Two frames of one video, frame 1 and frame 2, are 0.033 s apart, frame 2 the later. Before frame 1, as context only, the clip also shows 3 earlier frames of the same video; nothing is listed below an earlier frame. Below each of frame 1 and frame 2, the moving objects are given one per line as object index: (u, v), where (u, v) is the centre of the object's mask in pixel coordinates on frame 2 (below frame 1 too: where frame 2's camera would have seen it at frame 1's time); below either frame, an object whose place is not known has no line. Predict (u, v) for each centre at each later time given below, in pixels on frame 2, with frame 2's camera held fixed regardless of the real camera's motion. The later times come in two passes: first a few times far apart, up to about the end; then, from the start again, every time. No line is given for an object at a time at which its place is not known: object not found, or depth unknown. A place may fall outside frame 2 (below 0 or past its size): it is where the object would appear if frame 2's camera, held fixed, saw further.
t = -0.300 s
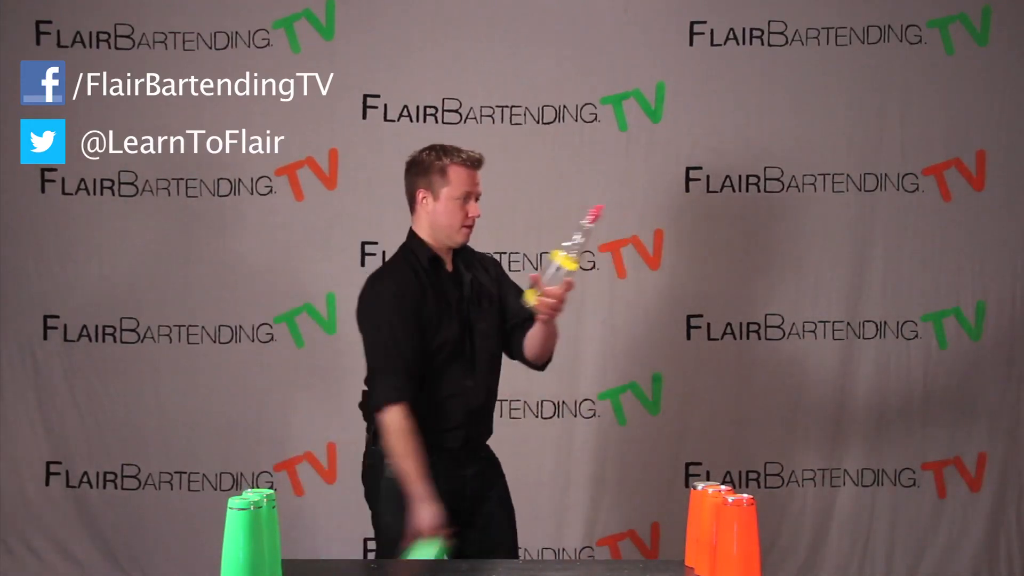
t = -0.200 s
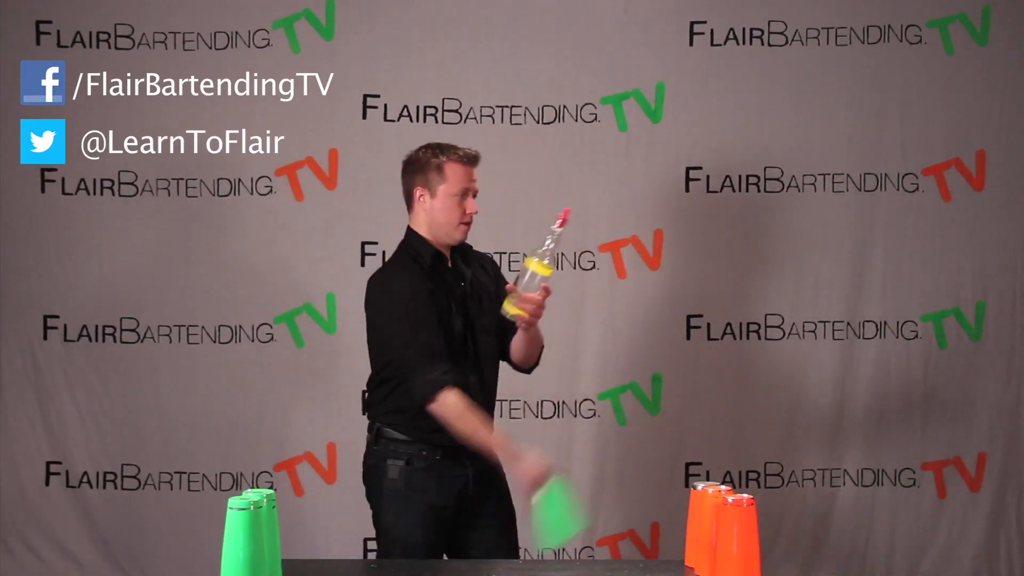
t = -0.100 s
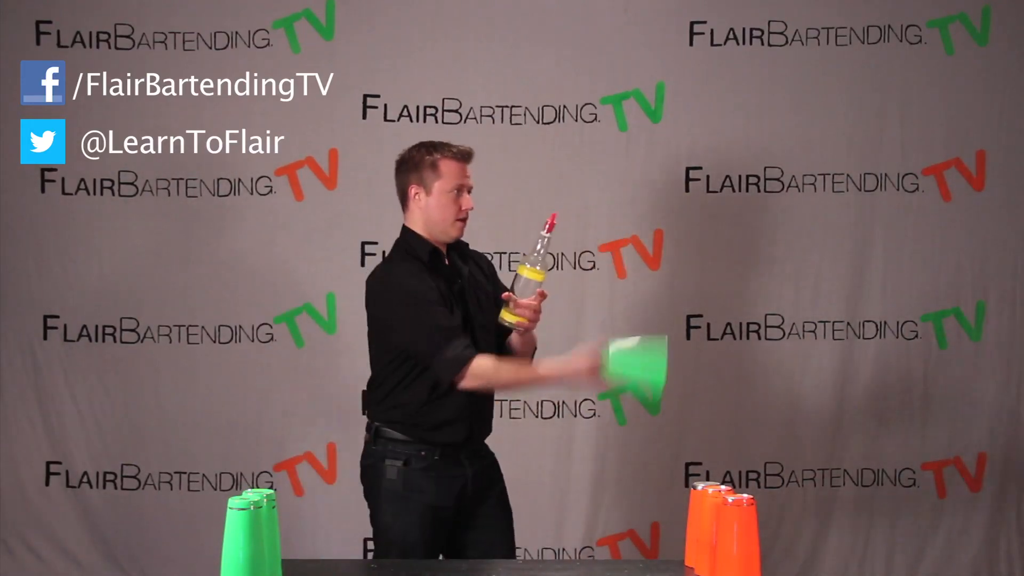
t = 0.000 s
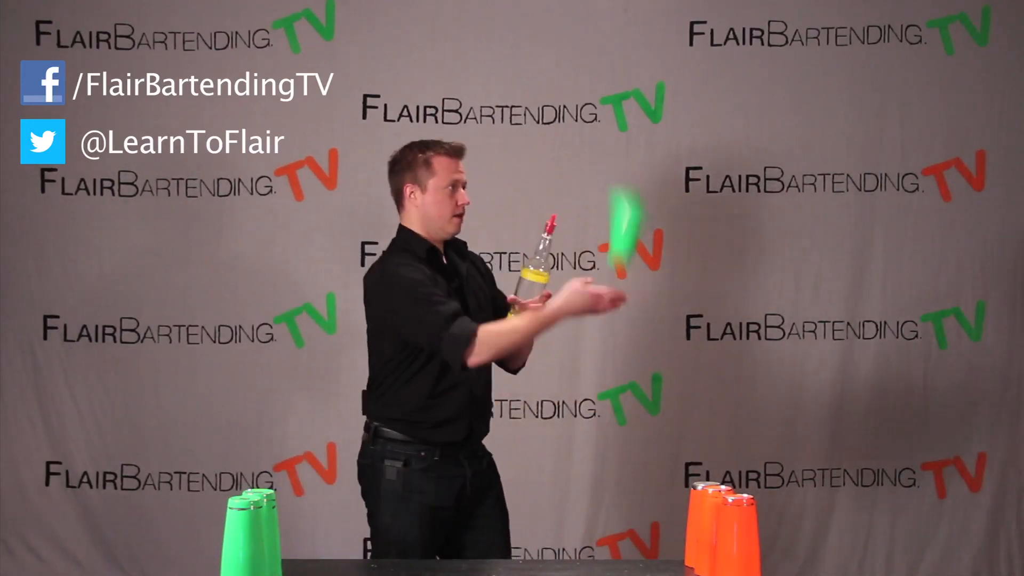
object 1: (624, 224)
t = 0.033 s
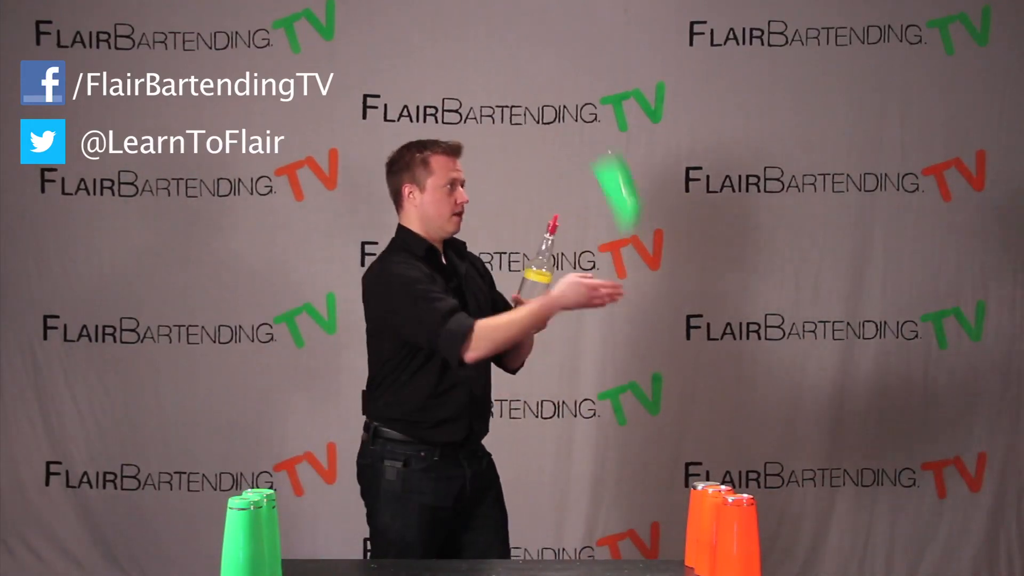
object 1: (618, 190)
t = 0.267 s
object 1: (614, 51)
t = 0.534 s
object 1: (580, 125)
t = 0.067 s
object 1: (615, 159)
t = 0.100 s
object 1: (612, 132)
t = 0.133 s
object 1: (609, 110)
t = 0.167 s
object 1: (609, 92)
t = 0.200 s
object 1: (610, 78)
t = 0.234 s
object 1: (613, 66)
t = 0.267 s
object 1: (614, 51)
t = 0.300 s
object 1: (611, 41)
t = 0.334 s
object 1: (606, 36)
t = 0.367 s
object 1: (601, 37)
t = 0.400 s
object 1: (594, 43)
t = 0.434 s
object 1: (588, 55)
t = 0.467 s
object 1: (583, 73)
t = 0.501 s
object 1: (580, 95)
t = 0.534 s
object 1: (580, 125)
